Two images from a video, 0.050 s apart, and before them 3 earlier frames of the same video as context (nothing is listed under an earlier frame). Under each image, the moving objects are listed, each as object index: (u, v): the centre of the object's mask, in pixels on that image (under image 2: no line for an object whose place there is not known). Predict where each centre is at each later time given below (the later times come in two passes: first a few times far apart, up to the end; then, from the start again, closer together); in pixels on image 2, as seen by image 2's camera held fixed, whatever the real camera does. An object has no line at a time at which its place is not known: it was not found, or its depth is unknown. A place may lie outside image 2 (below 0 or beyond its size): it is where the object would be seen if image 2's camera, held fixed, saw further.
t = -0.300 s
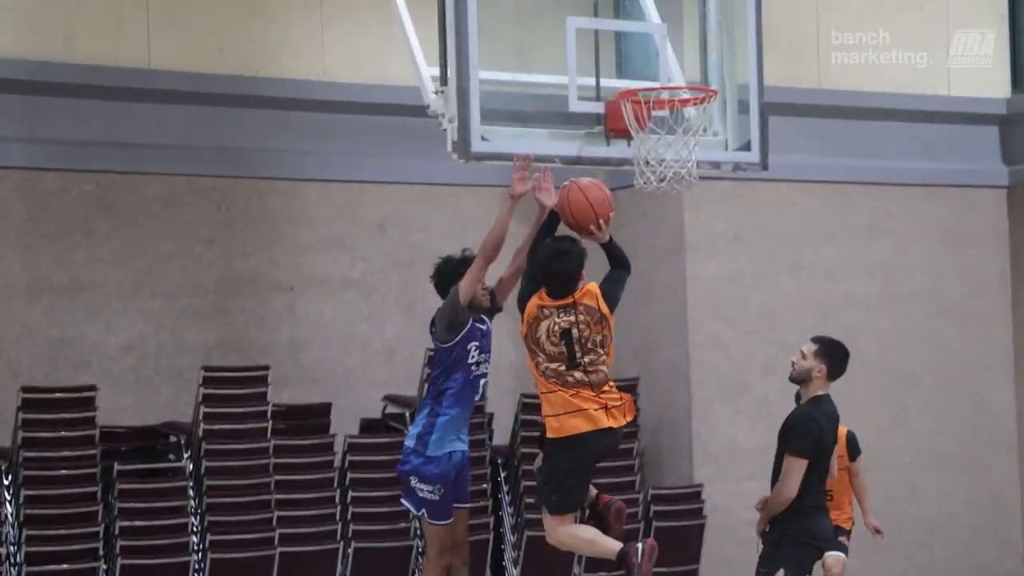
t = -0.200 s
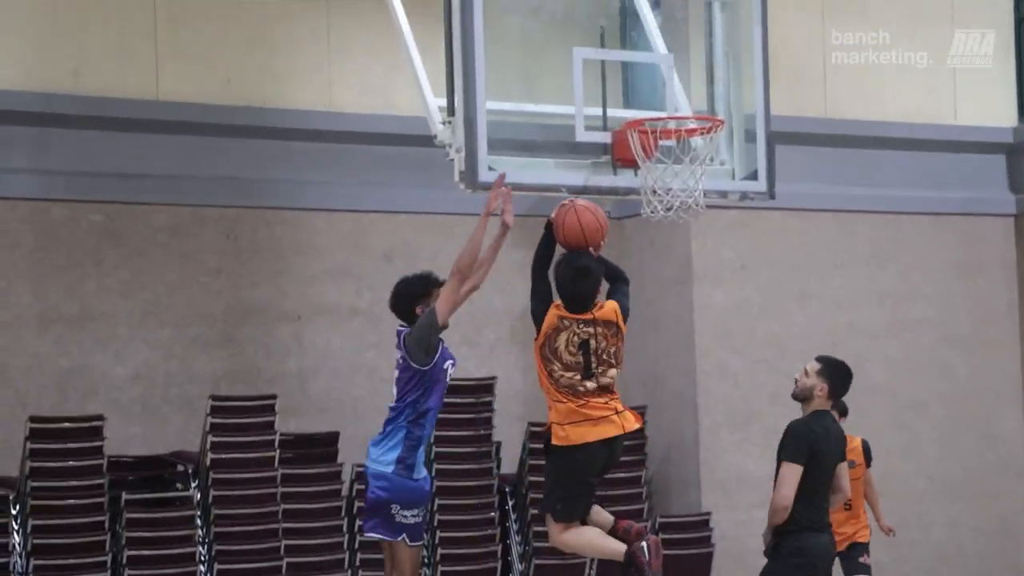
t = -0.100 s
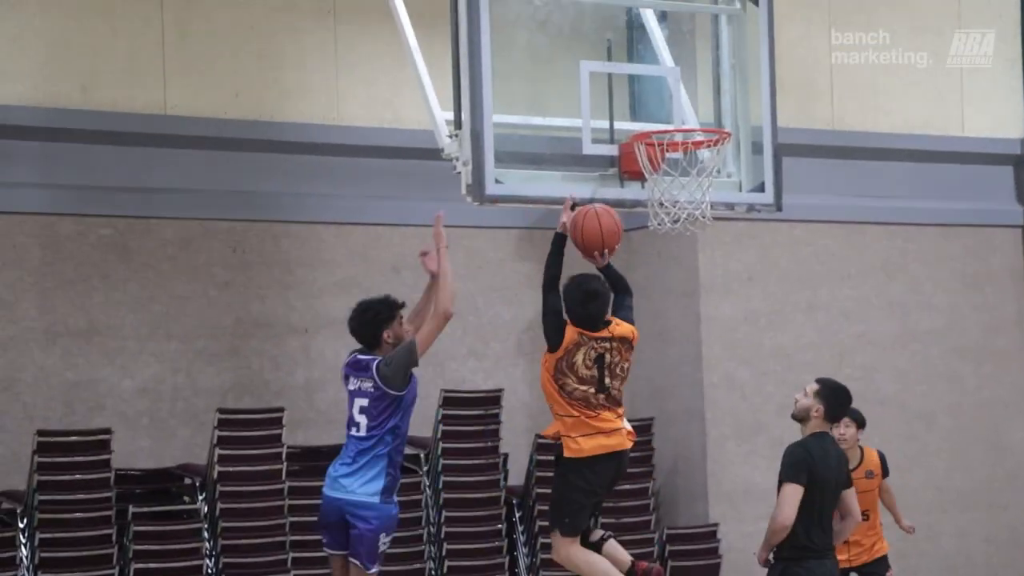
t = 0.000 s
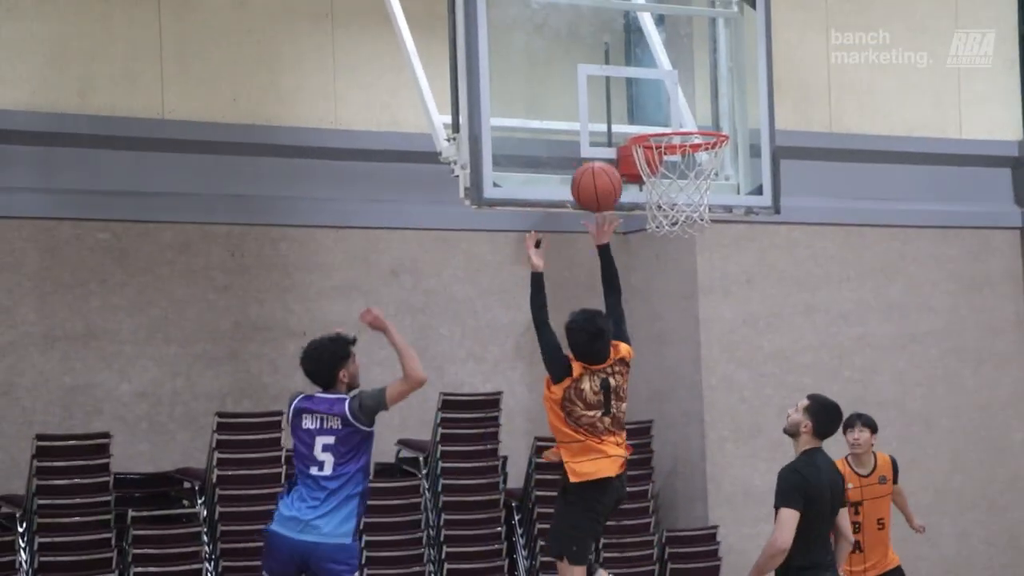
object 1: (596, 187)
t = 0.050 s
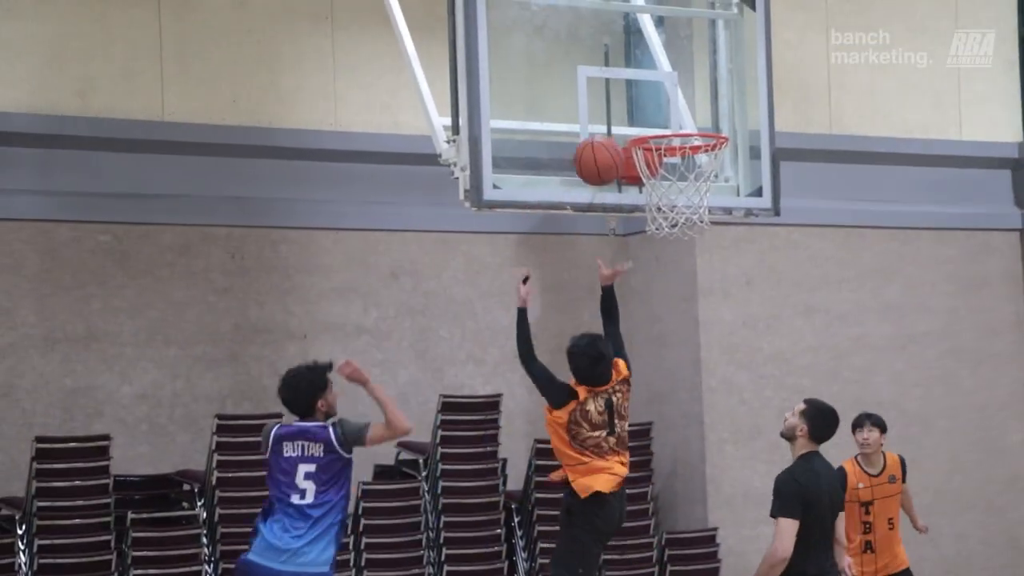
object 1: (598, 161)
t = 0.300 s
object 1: (614, 99)
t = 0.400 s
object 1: (645, 102)
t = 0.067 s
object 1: (599, 152)
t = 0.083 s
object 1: (600, 144)
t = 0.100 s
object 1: (601, 137)
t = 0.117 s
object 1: (602, 130)
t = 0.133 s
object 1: (603, 125)
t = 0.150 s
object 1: (604, 119)
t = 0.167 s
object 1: (605, 115)
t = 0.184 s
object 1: (606, 111)
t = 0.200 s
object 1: (607, 108)
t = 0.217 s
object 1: (608, 104)
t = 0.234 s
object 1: (610, 102)
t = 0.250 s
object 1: (610, 100)
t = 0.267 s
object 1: (611, 99)
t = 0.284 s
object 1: (612, 99)
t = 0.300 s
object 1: (614, 99)
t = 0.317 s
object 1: (619, 97)
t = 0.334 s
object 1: (624, 97)
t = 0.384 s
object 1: (639, 100)
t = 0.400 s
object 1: (645, 102)
